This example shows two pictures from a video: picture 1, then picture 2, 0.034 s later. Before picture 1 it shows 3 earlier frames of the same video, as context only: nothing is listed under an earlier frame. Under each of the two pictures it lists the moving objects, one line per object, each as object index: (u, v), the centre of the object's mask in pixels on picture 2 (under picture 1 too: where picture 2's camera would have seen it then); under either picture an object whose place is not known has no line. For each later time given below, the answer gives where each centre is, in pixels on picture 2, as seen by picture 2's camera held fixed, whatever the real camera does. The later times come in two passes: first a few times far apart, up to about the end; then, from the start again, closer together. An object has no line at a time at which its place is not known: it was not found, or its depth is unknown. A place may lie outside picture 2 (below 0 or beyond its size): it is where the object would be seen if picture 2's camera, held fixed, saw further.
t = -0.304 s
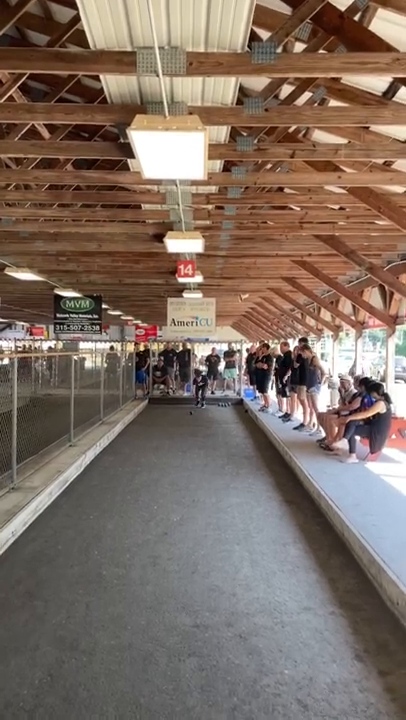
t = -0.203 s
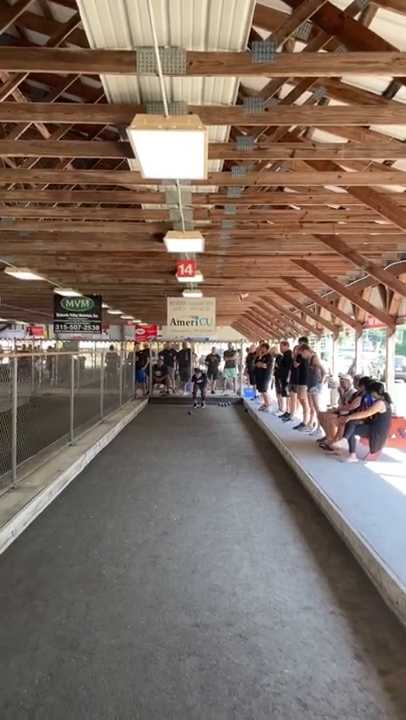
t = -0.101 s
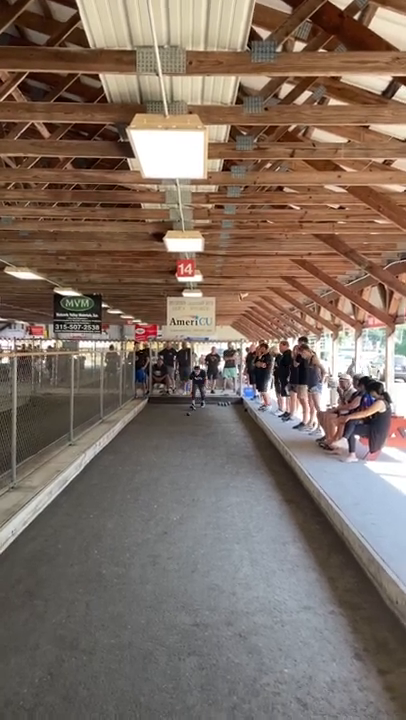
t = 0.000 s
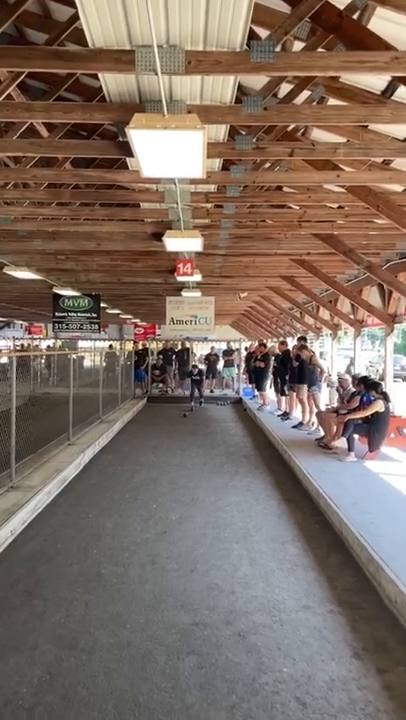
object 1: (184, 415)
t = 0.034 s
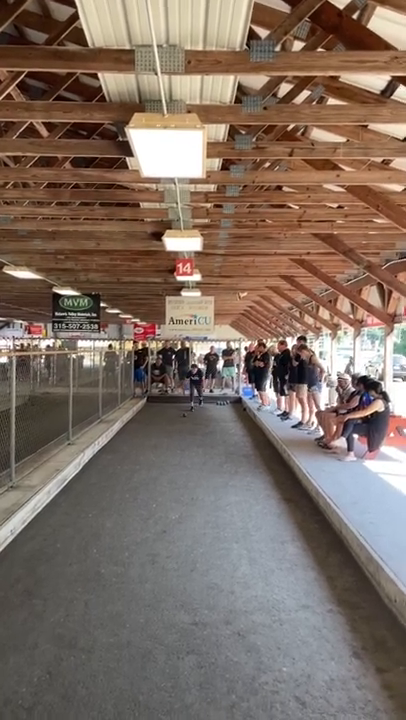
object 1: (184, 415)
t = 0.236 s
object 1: (181, 417)
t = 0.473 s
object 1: (177, 421)
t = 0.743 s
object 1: (173, 424)
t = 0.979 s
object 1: (169, 428)
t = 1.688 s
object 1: (152, 441)
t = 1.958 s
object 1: (145, 446)
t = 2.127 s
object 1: (141, 449)
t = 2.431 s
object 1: (134, 456)
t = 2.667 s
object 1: (129, 462)
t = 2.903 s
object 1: (123, 469)
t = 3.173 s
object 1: (118, 476)
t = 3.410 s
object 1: (113, 483)
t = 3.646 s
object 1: (108, 490)
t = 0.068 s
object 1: (183, 415)
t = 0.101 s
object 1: (183, 415)
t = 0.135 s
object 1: (182, 416)
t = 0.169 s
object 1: (182, 416)
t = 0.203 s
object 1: (182, 417)
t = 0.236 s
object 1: (181, 417)
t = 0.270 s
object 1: (181, 418)
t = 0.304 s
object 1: (180, 418)
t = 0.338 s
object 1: (180, 418)
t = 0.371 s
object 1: (179, 420)
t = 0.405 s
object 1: (179, 420)
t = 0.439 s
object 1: (178, 420)
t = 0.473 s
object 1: (177, 421)
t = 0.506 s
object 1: (177, 421)
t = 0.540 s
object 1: (176, 421)
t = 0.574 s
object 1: (176, 422)
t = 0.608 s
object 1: (176, 423)
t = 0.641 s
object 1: (175, 423)
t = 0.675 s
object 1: (174, 423)
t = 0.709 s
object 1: (174, 424)
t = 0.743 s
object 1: (173, 424)
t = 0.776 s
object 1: (173, 425)
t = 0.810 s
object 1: (172, 425)
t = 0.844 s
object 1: (172, 426)
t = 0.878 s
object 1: (171, 426)
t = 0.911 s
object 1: (170, 427)
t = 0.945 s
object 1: (170, 427)
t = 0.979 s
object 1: (169, 428)
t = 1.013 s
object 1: (168, 428)
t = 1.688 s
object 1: (152, 441)
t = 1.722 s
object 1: (151, 442)
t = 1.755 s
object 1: (150, 442)
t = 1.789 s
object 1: (149, 443)
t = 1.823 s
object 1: (149, 443)
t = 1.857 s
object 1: (148, 444)
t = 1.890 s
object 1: (147, 445)
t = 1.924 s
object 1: (146, 445)
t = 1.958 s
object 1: (145, 446)
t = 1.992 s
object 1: (145, 447)
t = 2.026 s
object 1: (144, 448)
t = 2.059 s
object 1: (143, 448)
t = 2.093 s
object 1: (142, 448)
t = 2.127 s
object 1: (141, 449)
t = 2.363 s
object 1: (136, 455)
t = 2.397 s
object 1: (135, 456)
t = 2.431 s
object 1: (134, 456)
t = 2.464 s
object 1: (134, 457)
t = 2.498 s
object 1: (132, 458)
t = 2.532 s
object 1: (132, 459)
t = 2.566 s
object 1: (131, 460)
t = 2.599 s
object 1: (130, 461)
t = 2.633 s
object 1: (129, 462)
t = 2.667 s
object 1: (129, 462)
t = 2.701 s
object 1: (128, 463)
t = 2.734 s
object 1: (127, 464)
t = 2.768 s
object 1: (126, 465)
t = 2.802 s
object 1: (125, 466)
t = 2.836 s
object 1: (125, 467)
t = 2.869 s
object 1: (124, 468)
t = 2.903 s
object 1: (123, 469)
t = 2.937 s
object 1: (123, 469)
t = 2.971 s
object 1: (122, 470)
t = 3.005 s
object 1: (121, 471)
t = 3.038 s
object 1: (121, 472)
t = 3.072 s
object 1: (120, 473)
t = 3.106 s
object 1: (119, 474)
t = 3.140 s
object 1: (118, 475)
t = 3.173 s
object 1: (118, 476)
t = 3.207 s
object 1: (117, 477)
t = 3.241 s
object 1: (116, 478)
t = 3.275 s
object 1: (116, 479)
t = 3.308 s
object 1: (115, 480)
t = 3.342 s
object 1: (114, 481)
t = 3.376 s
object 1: (113, 482)
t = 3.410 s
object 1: (113, 483)
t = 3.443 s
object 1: (112, 484)
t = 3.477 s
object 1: (112, 485)
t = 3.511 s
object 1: (111, 486)
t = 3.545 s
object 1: (110, 487)
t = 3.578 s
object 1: (109, 488)
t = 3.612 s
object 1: (109, 489)
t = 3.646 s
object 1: (108, 490)
